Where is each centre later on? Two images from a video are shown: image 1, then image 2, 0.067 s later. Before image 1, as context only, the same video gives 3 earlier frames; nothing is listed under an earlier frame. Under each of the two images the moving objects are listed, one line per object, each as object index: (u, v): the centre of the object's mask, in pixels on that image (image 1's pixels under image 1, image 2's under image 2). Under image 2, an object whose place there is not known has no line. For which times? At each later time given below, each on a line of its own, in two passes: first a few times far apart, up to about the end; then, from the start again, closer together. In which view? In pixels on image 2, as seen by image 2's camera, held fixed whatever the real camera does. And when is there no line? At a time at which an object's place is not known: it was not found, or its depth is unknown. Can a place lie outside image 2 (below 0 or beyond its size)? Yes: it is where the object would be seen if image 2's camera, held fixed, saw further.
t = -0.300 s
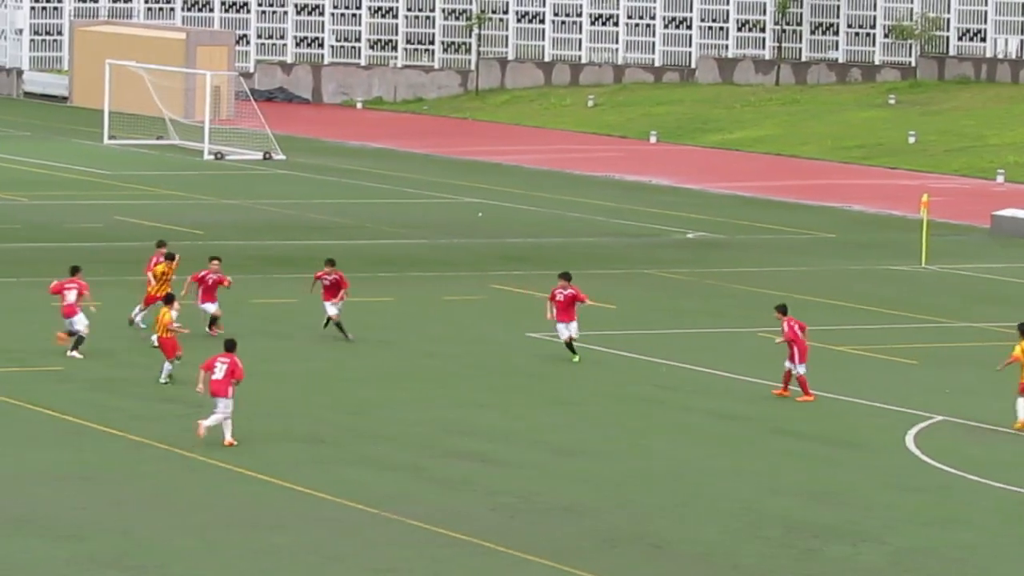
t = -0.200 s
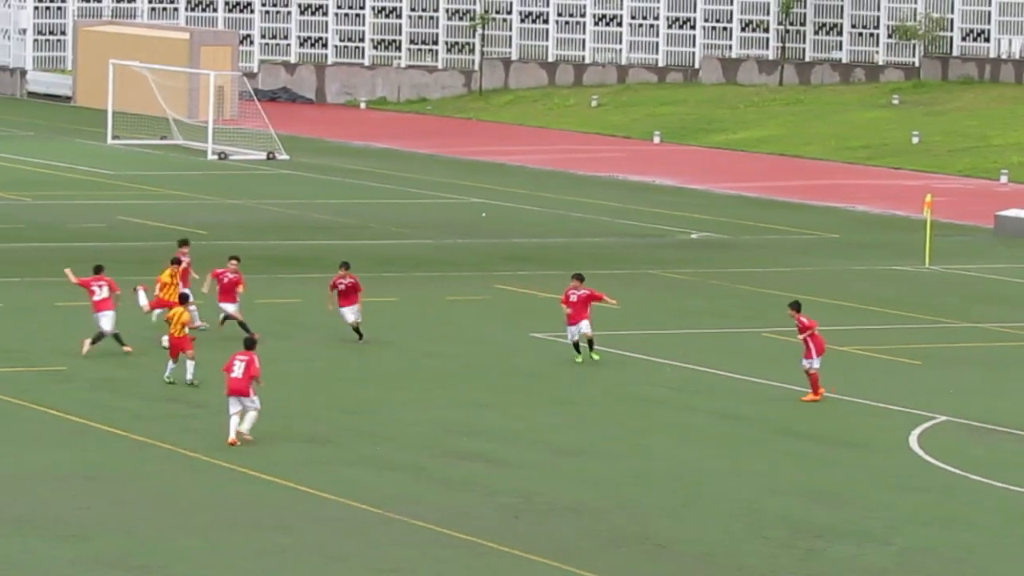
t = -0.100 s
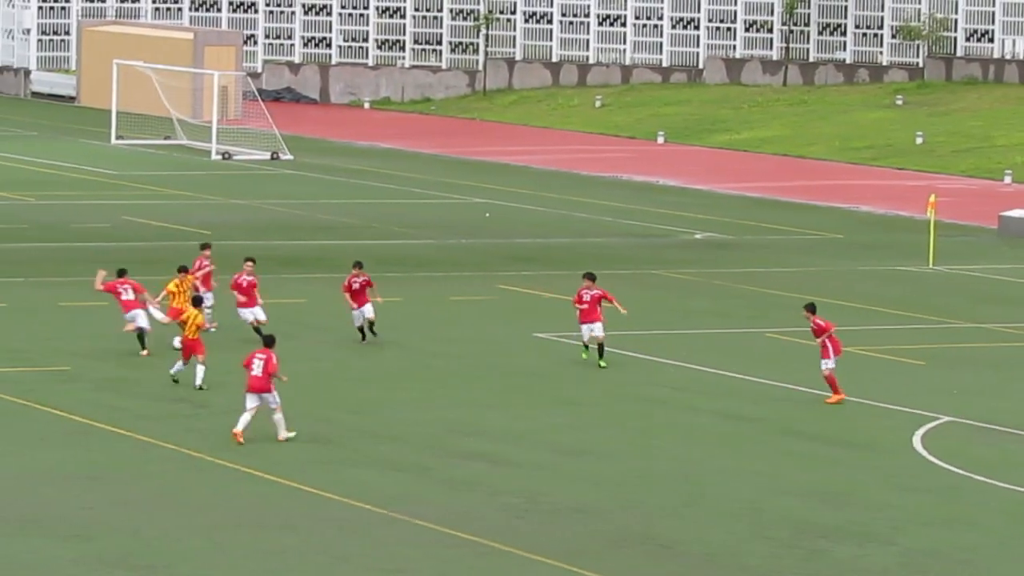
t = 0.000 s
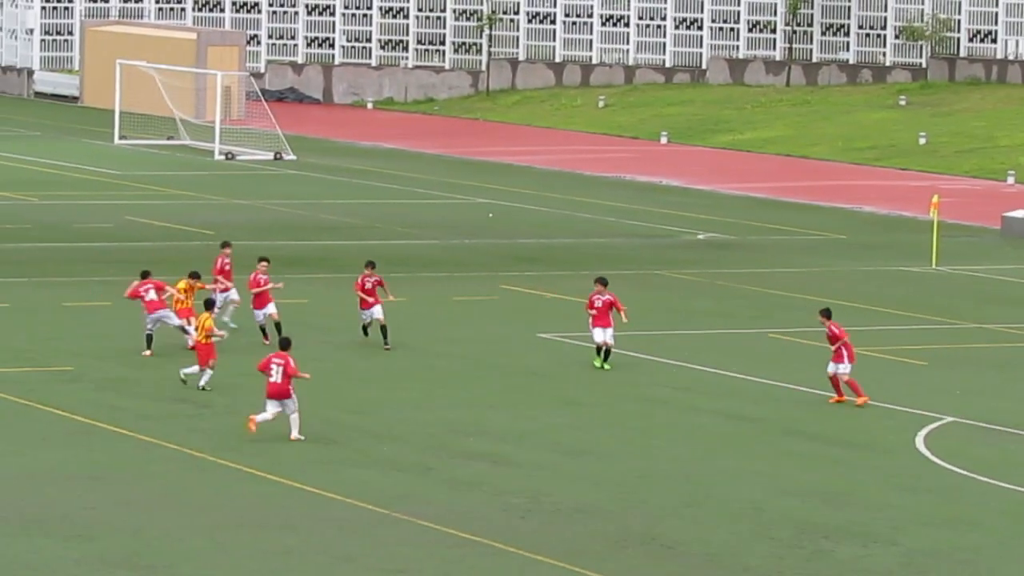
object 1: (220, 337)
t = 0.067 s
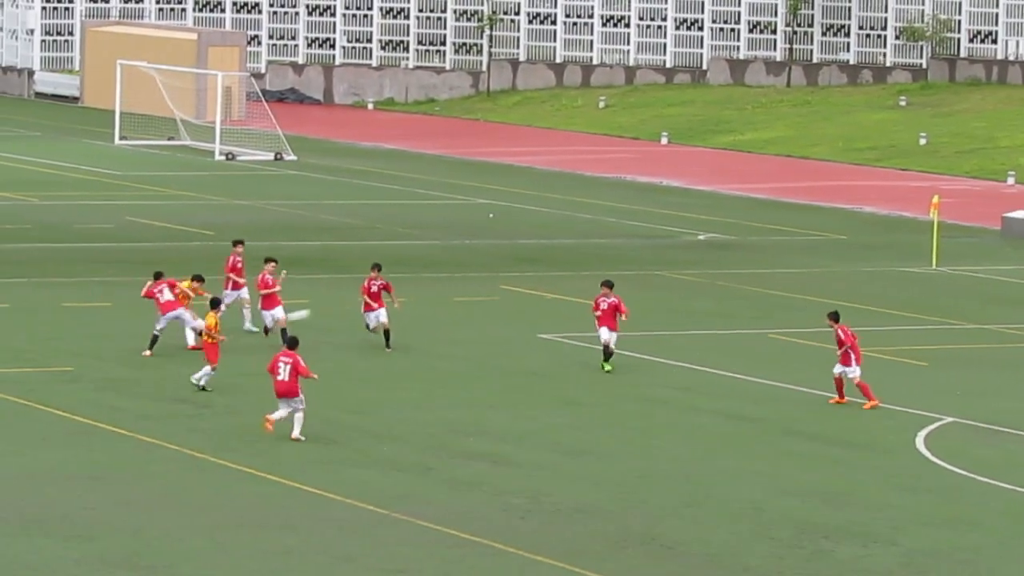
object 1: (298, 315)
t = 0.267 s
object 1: (542, 263)
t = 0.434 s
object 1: (739, 238)
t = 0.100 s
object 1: (339, 305)
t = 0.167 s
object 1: (421, 287)
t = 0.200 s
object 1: (462, 279)
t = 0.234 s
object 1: (503, 271)
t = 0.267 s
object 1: (542, 263)
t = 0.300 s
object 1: (582, 257)
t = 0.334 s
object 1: (621, 251)
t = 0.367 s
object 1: (661, 246)
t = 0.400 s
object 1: (699, 241)
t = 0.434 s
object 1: (739, 238)
